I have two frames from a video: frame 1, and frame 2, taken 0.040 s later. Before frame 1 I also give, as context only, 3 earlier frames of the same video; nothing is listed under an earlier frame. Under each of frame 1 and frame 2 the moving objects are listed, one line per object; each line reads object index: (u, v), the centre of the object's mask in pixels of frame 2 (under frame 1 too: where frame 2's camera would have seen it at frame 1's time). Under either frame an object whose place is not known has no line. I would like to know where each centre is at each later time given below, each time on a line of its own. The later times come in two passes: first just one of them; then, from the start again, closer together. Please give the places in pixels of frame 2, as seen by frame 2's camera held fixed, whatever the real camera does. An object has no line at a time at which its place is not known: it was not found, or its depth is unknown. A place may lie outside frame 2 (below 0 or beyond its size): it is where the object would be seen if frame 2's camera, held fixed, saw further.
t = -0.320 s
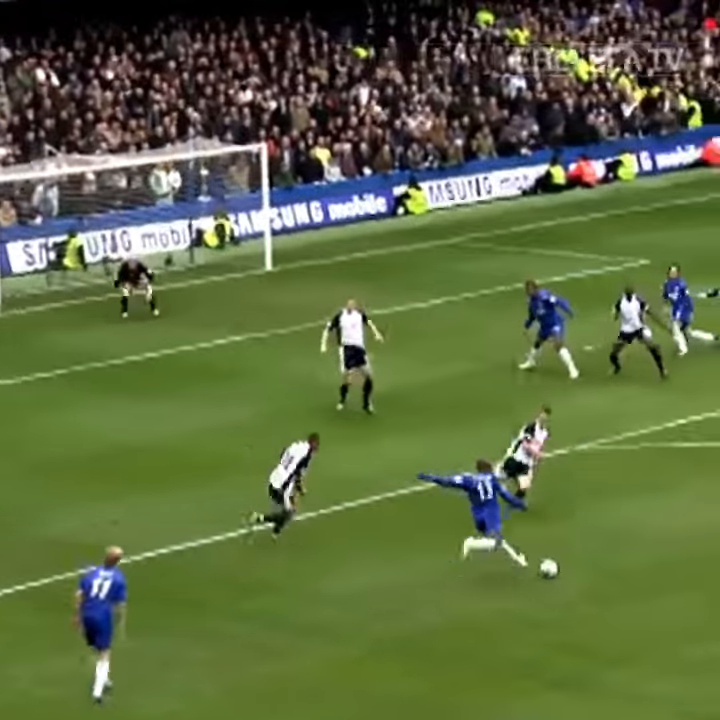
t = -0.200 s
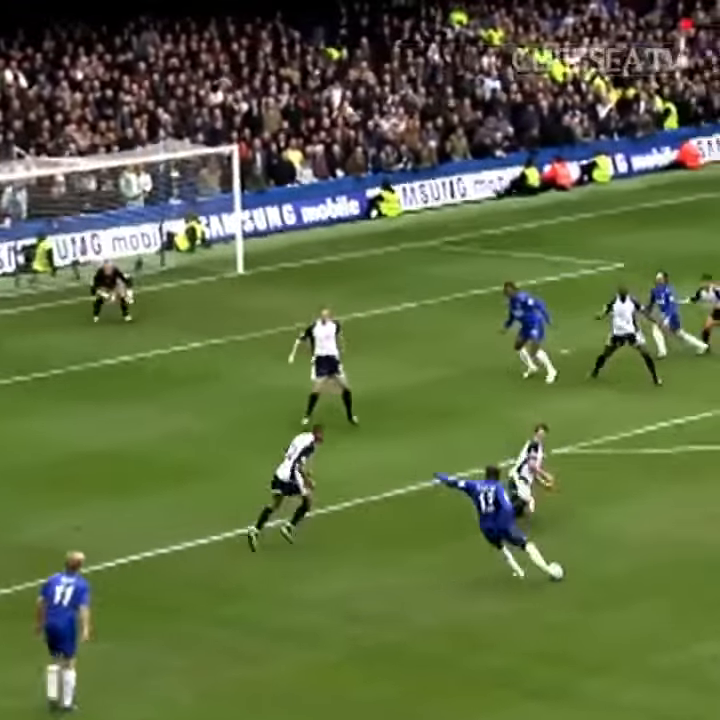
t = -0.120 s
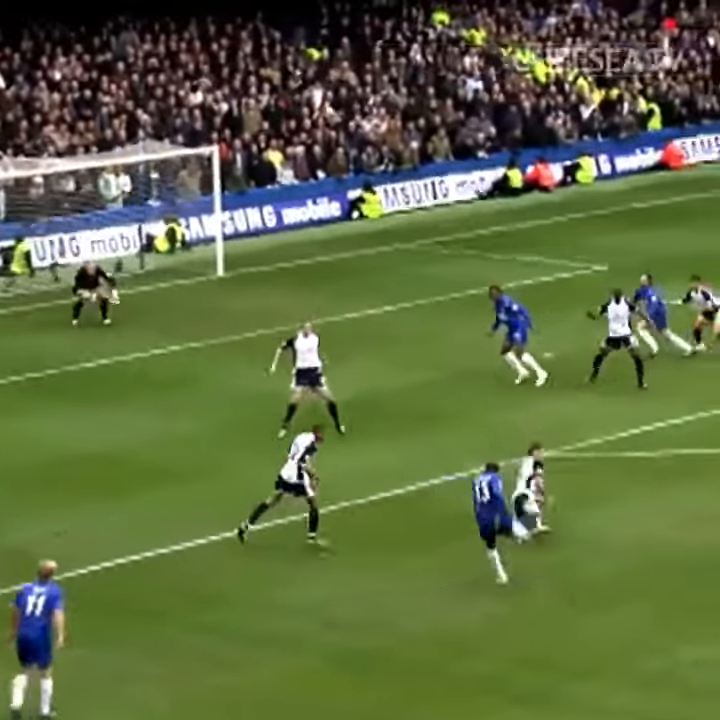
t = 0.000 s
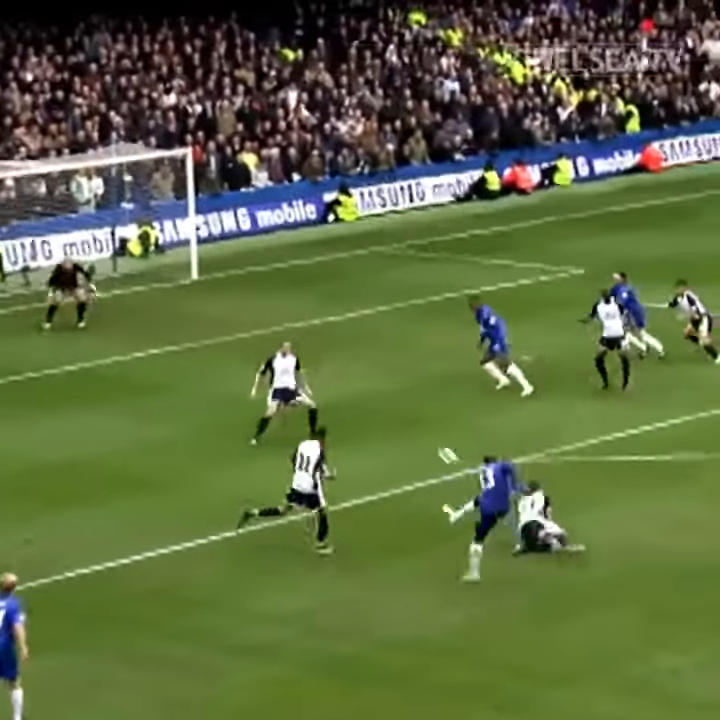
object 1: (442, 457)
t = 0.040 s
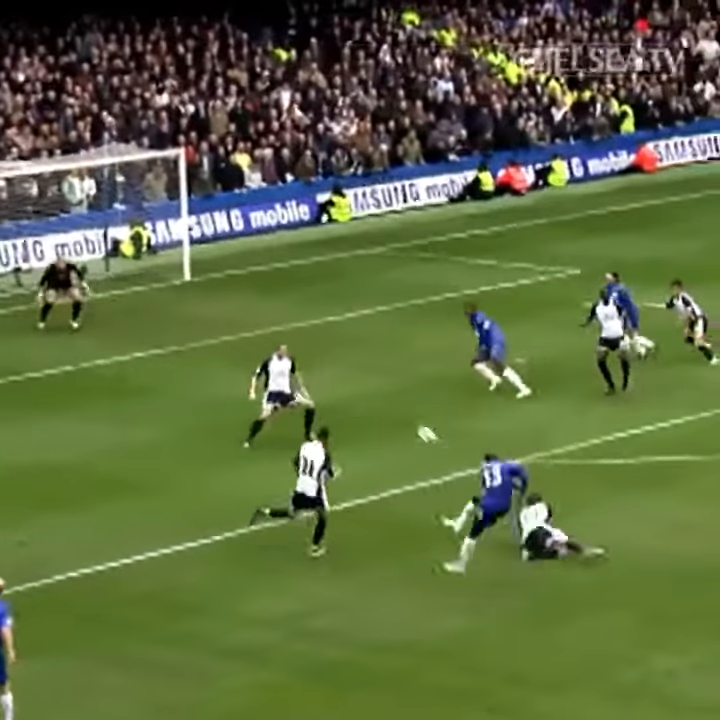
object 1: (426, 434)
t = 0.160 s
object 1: (384, 371)
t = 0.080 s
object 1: (413, 413)
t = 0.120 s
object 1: (398, 390)
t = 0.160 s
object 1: (384, 371)
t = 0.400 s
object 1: (308, 281)
